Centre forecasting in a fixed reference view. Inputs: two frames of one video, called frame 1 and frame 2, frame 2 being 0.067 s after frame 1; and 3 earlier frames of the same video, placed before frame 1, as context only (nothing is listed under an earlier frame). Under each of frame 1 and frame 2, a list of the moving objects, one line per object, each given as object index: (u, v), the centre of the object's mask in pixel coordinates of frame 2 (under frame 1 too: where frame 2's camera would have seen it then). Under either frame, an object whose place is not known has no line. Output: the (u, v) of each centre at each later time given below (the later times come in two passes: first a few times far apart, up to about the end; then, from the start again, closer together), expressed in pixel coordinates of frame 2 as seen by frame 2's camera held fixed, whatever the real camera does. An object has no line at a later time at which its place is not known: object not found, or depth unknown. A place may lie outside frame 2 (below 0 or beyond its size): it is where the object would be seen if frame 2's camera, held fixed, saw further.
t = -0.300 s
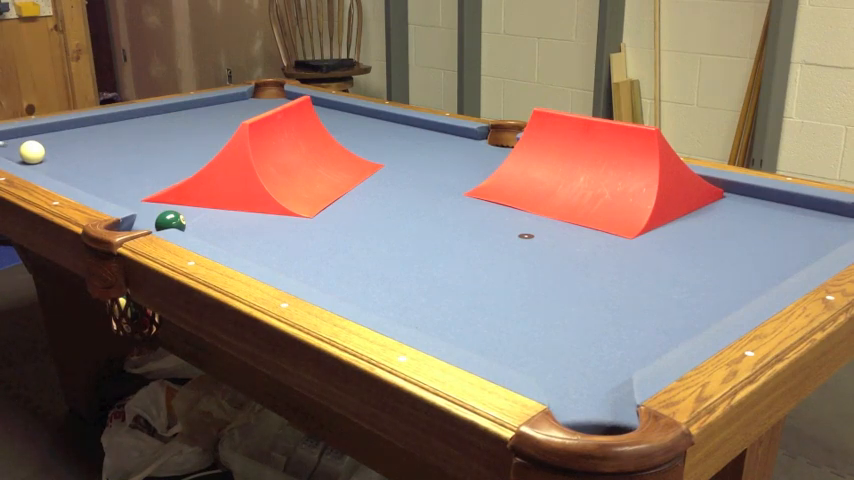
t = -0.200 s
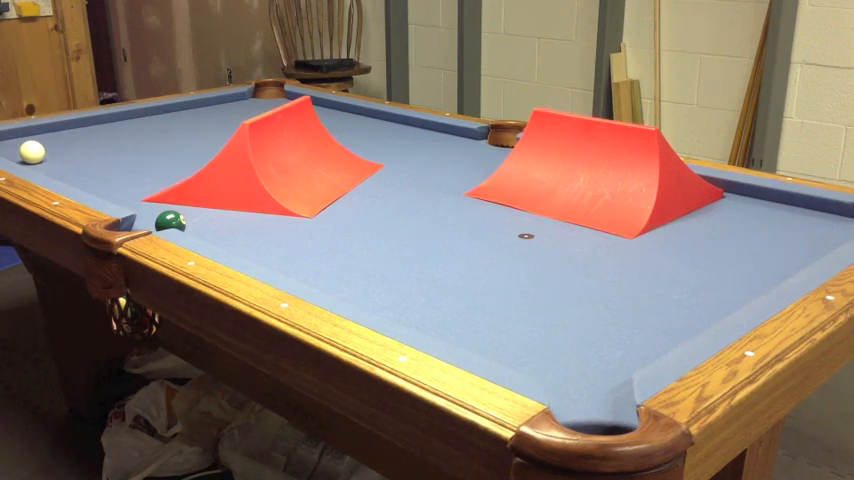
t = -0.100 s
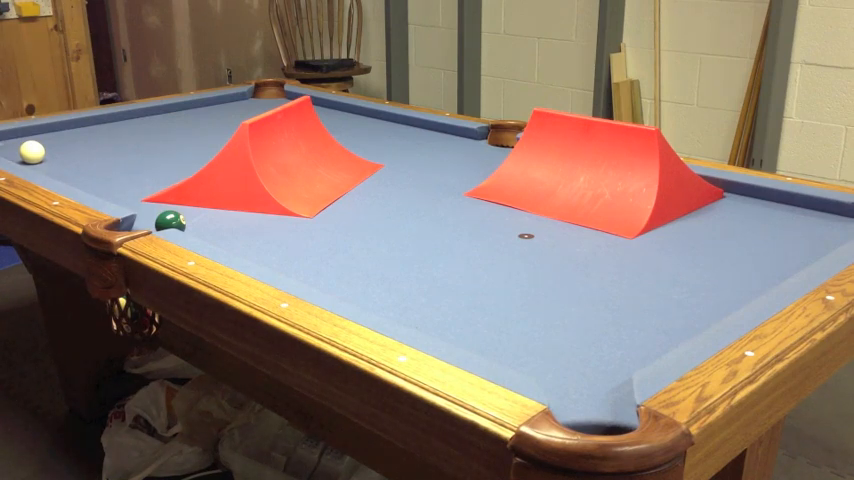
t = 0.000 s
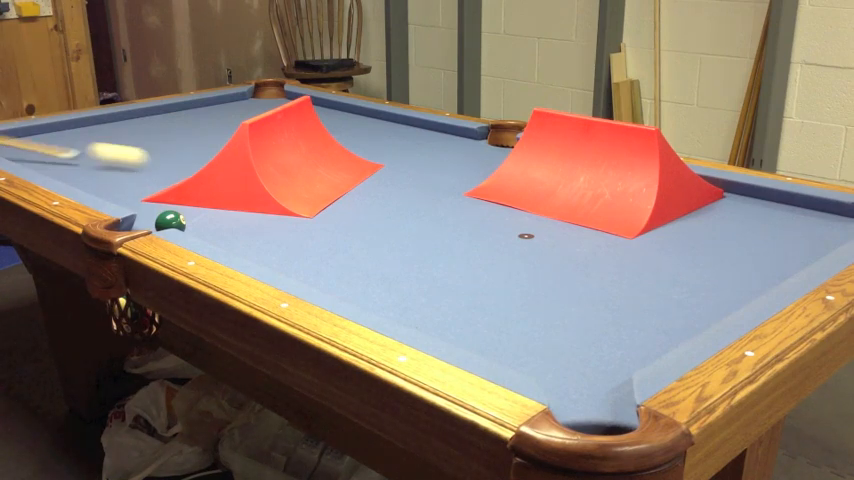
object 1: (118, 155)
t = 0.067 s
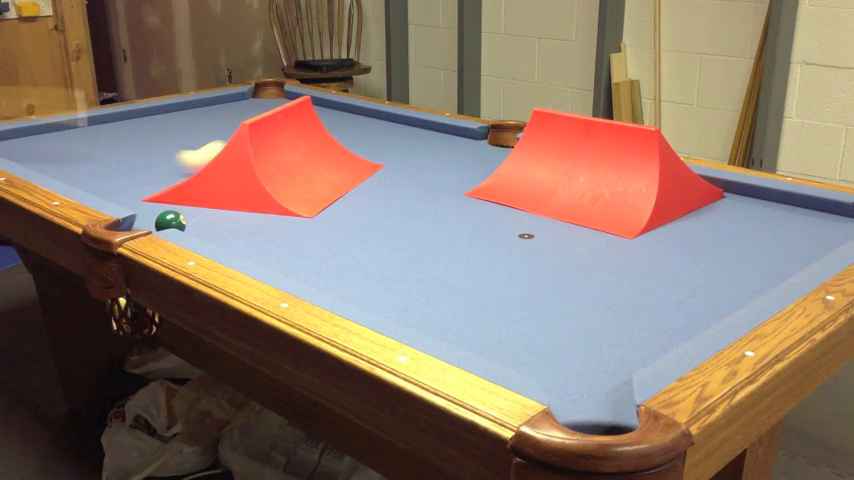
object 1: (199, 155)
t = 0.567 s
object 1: (507, 120)
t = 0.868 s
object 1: (500, 256)
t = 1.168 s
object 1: (556, 351)
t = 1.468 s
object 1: (642, 313)
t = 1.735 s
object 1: (636, 270)
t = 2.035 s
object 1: (631, 233)
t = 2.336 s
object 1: (608, 203)
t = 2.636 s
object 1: (534, 209)
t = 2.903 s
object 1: (468, 212)
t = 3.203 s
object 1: (396, 214)
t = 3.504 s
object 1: (328, 217)
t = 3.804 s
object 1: (265, 218)
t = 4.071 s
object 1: (211, 219)
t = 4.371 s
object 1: (186, 216)
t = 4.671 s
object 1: (172, 213)
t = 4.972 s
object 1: (162, 210)
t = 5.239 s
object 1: (155, 207)
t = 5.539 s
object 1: (150, 204)
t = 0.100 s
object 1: (227, 136)
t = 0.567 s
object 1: (507, 120)
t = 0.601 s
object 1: (523, 152)
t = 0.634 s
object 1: (520, 174)
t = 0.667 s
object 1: (518, 193)
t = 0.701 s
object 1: (515, 197)
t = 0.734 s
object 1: (511, 207)
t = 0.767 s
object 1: (507, 222)
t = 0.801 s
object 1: (505, 232)
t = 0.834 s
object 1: (502, 244)
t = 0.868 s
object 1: (500, 256)
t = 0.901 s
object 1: (499, 268)
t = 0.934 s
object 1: (498, 281)
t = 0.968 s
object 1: (497, 294)
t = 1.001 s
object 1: (496, 309)
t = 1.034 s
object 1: (495, 325)
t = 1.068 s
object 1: (494, 339)
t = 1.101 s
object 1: (504, 349)
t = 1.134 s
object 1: (529, 352)
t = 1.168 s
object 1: (556, 351)
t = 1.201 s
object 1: (582, 350)
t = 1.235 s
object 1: (607, 350)
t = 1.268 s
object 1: (631, 349)
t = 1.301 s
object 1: (648, 345)
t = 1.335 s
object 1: (647, 340)
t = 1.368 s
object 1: (645, 333)
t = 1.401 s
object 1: (644, 326)
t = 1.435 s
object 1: (643, 319)
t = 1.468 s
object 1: (642, 313)
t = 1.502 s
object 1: (642, 307)
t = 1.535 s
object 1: (641, 301)
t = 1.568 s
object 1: (640, 296)
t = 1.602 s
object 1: (639, 290)
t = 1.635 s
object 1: (638, 285)
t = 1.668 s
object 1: (638, 280)
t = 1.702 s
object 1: (637, 275)
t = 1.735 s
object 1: (636, 270)
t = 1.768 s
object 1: (636, 266)
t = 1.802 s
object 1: (635, 261)
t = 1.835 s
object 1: (635, 257)
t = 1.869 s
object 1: (634, 252)
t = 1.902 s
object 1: (633, 248)
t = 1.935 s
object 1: (633, 244)
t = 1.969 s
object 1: (632, 240)
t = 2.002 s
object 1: (632, 237)
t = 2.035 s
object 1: (631, 233)
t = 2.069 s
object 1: (631, 229)
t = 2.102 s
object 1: (630, 225)
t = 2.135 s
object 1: (629, 220)
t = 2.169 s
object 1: (627, 217)
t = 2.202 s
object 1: (625, 213)
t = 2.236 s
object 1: (622, 209)
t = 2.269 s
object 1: (618, 206)
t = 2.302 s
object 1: (613, 204)
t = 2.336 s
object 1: (608, 203)
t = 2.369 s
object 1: (601, 203)
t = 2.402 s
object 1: (594, 203)
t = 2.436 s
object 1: (586, 204)
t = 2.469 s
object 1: (577, 206)
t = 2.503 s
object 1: (569, 207)
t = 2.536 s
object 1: (560, 208)
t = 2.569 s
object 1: (551, 209)
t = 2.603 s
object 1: (543, 209)
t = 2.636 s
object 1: (534, 209)
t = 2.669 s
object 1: (526, 210)
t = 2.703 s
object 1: (518, 210)
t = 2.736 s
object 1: (509, 210)
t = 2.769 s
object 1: (501, 211)
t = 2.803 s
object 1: (492, 211)
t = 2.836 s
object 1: (484, 211)
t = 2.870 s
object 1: (476, 212)
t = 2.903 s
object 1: (468, 212)
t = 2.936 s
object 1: (460, 212)
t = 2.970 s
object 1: (452, 212)
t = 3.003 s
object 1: (444, 213)
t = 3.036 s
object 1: (436, 213)
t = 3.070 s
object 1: (427, 213)
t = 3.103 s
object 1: (420, 214)
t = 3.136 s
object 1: (412, 214)
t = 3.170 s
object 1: (404, 214)
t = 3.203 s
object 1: (396, 214)
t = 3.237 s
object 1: (388, 215)
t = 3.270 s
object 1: (381, 215)
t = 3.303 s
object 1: (373, 215)
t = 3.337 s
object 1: (365, 215)
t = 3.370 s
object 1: (358, 216)
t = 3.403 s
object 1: (350, 216)
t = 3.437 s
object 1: (344, 217)
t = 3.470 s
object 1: (336, 217)
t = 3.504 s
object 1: (328, 217)
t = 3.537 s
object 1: (321, 217)
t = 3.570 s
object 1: (314, 217)
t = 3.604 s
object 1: (307, 218)
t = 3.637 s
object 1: (299, 217)
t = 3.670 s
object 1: (292, 217)
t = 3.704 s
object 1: (286, 218)
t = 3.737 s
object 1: (278, 218)
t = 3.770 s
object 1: (272, 218)
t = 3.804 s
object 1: (265, 218)
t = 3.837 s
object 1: (258, 218)
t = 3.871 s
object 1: (251, 218)
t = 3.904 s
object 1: (244, 219)
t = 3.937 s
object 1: (237, 219)
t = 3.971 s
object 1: (231, 219)
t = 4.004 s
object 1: (224, 219)
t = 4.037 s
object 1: (218, 219)
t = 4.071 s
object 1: (211, 219)
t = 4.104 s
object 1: (205, 219)
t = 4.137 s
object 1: (200, 220)
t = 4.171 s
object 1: (198, 219)
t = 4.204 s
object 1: (196, 219)
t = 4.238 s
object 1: (194, 218)
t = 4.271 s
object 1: (192, 218)
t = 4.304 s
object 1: (191, 218)
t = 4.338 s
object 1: (188, 217)
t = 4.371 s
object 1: (186, 216)
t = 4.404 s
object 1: (185, 216)
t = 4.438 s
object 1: (183, 215)
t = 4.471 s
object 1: (181, 215)
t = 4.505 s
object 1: (179, 215)
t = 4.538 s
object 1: (178, 214)
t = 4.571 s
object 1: (176, 214)
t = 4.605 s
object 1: (175, 213)
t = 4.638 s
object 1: (173, 213)
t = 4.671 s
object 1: (172, 213)
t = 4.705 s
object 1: (171, 212)
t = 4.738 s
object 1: (169, 212)
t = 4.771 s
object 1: (168, 212)
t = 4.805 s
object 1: (167, 211)
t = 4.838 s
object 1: (166, 211)
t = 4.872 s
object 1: (165, 211)
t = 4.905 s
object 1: (164, 210)
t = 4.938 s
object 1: (163, 210)
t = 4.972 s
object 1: (162, 210)
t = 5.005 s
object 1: (161, 209)
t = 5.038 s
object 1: (160, 209)
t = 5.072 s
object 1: (159, 208)
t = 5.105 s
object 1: (158, 208)
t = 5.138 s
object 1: (157, 208)
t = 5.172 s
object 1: (157, 208)
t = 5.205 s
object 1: (156, 207)
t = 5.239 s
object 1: (155, 207)
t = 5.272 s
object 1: (155, 207)
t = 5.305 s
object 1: (154, 206)
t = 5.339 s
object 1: (153, 206)
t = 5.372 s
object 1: (153, 206)
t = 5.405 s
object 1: (152, 205)
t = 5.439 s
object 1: (152, 205)
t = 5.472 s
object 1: (151, 205)
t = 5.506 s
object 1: (151, 205)
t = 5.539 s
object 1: (150, 204)
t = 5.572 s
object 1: (150, 204)
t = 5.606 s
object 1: (150, 204)
